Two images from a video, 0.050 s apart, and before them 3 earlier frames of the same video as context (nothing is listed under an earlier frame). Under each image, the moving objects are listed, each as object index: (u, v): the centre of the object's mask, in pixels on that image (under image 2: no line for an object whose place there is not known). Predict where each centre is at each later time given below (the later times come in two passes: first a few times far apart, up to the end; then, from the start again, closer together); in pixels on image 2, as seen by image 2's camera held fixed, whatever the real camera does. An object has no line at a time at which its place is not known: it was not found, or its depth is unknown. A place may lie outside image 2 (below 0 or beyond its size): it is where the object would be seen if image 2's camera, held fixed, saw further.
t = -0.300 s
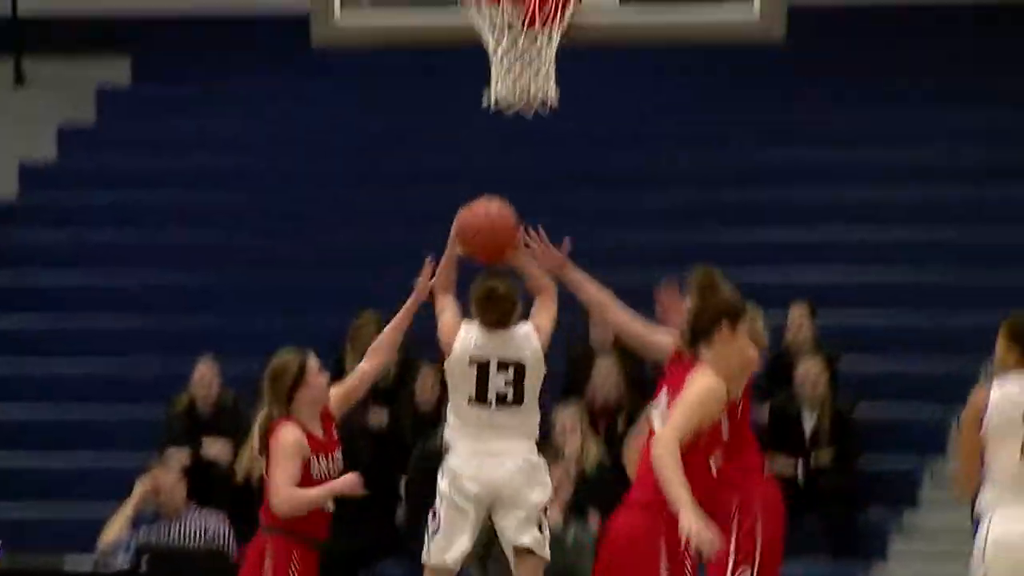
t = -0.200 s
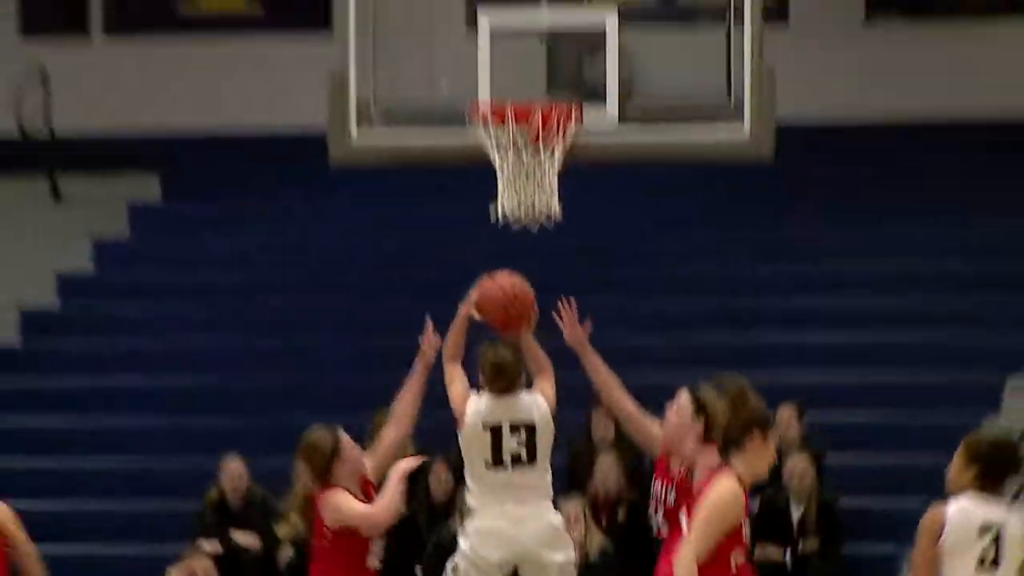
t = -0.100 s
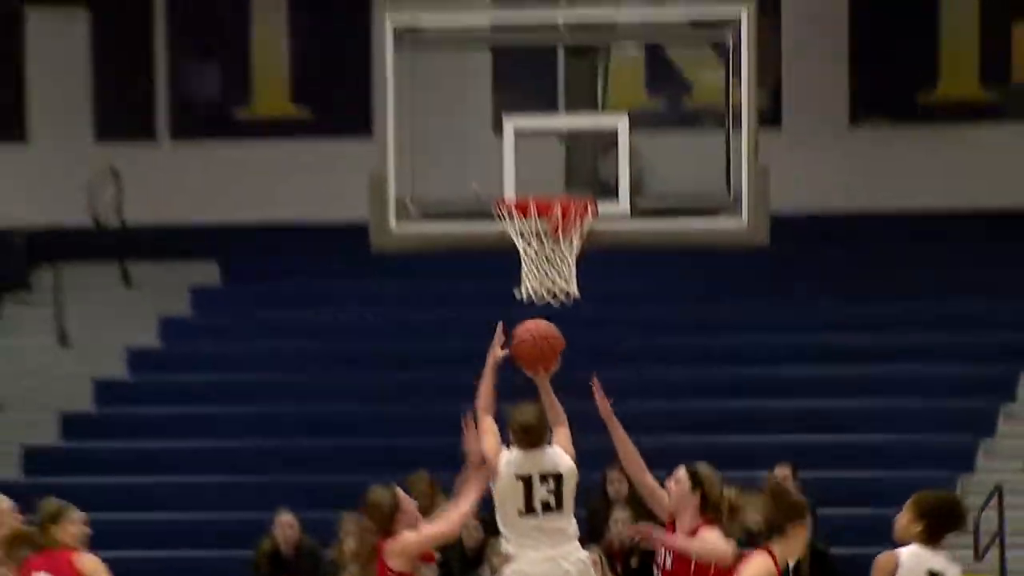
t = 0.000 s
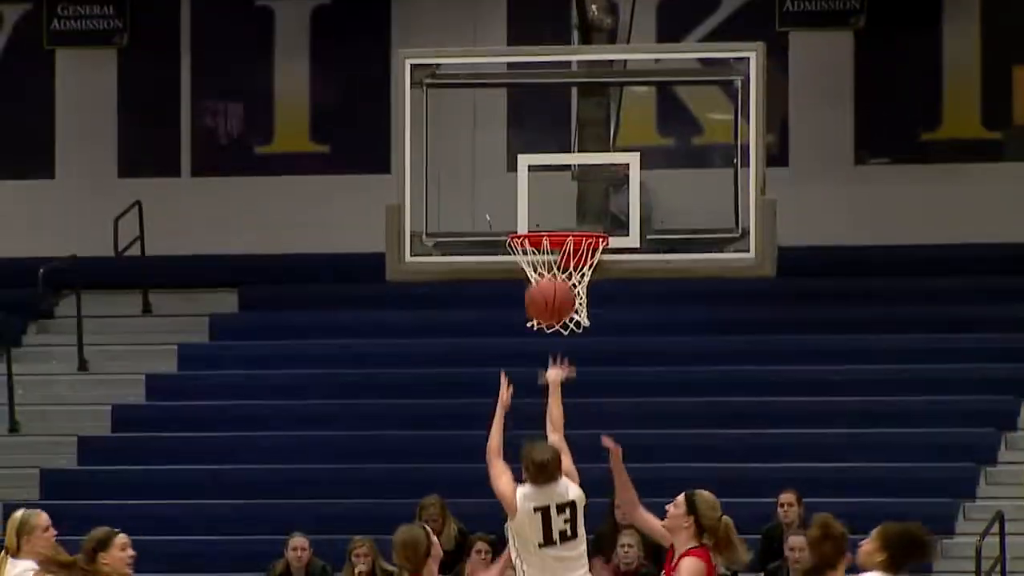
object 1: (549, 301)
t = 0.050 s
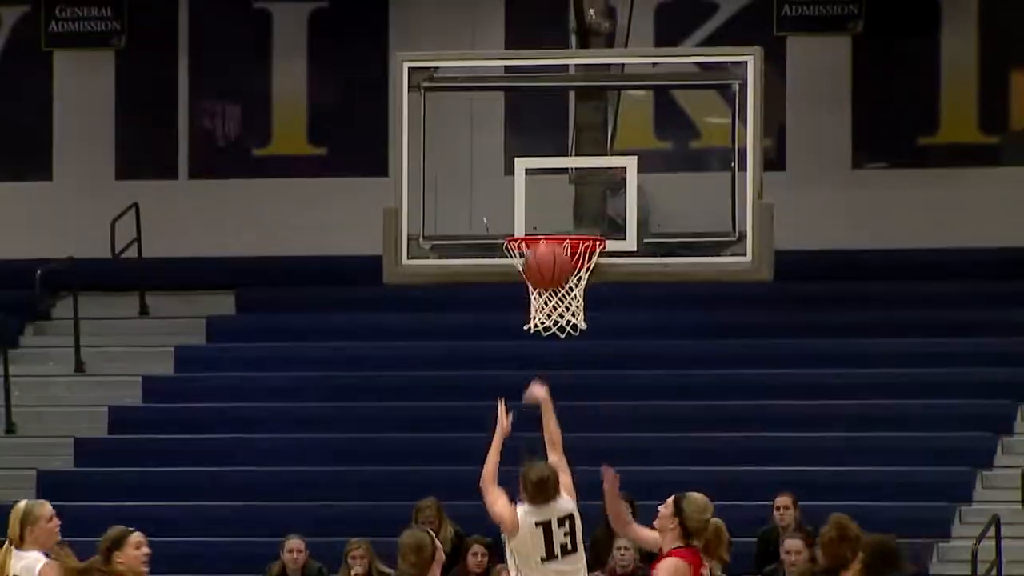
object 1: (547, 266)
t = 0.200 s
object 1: (547, 192)
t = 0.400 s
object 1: (549, 163)
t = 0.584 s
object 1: (549, 208)
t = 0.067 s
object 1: (547, 255)
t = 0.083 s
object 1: (547, 245)
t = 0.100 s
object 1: (546, 235)
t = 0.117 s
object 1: (546, 227)
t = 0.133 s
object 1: (546, 218)
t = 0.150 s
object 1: (546, 210)
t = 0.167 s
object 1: (547, 204)
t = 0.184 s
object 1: (547, 197)
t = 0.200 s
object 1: (547, 192)
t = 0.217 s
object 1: (548, 186)
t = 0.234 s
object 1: (548, 182)
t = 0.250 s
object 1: (549, 178)
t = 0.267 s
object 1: (549, 173)
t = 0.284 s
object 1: (549, 170)
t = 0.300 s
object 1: (549, 167)
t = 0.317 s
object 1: (549, 165)
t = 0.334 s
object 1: (548, 164)
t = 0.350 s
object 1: (548, 163)
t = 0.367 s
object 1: (548, 162)
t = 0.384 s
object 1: (548, 162)
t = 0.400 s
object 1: (549, 163)
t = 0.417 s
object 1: (549, 164)
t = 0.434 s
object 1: (549, 166)
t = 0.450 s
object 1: (549, 169)
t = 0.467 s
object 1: (549, 172)
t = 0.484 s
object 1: (549, 175)
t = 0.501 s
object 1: (549, 179)
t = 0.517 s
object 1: (549, 185)
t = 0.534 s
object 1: (549, 189)
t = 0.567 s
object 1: (550, 201)
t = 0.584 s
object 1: (549, 208)
